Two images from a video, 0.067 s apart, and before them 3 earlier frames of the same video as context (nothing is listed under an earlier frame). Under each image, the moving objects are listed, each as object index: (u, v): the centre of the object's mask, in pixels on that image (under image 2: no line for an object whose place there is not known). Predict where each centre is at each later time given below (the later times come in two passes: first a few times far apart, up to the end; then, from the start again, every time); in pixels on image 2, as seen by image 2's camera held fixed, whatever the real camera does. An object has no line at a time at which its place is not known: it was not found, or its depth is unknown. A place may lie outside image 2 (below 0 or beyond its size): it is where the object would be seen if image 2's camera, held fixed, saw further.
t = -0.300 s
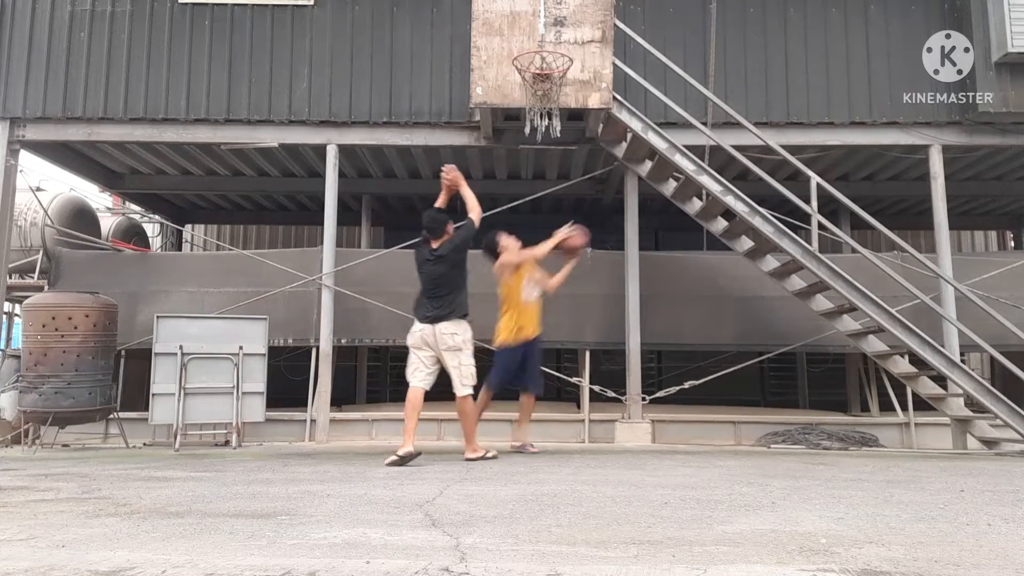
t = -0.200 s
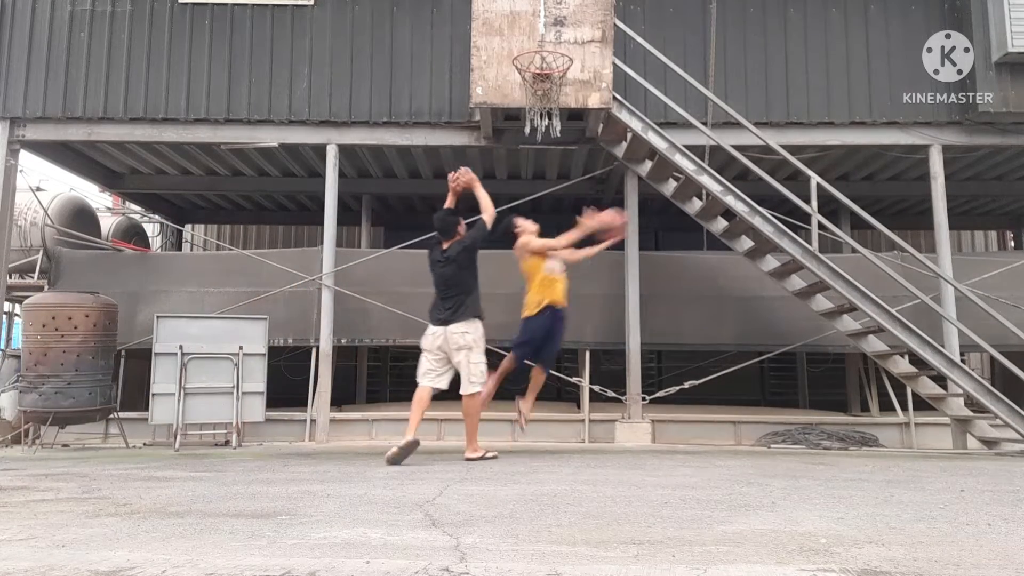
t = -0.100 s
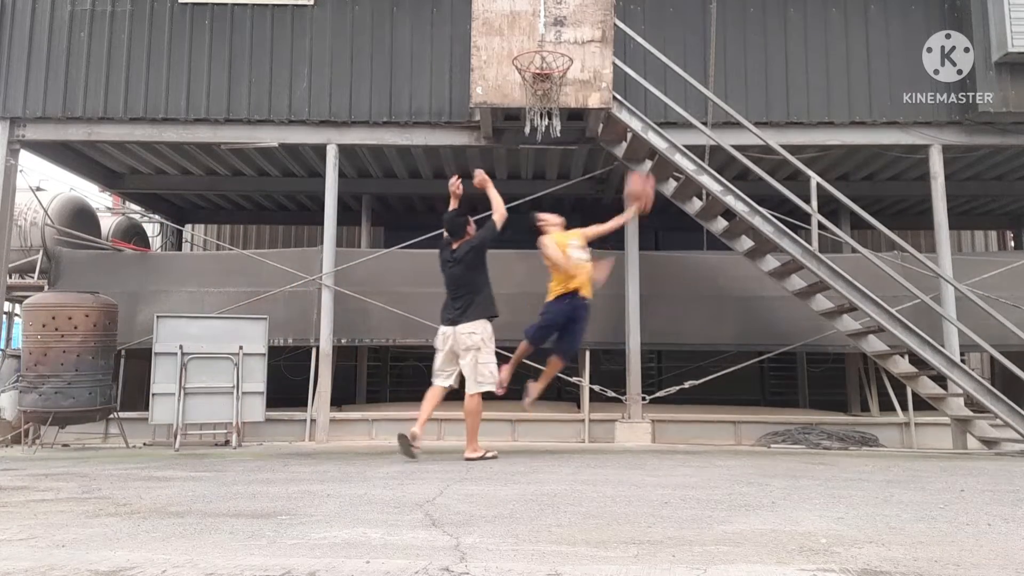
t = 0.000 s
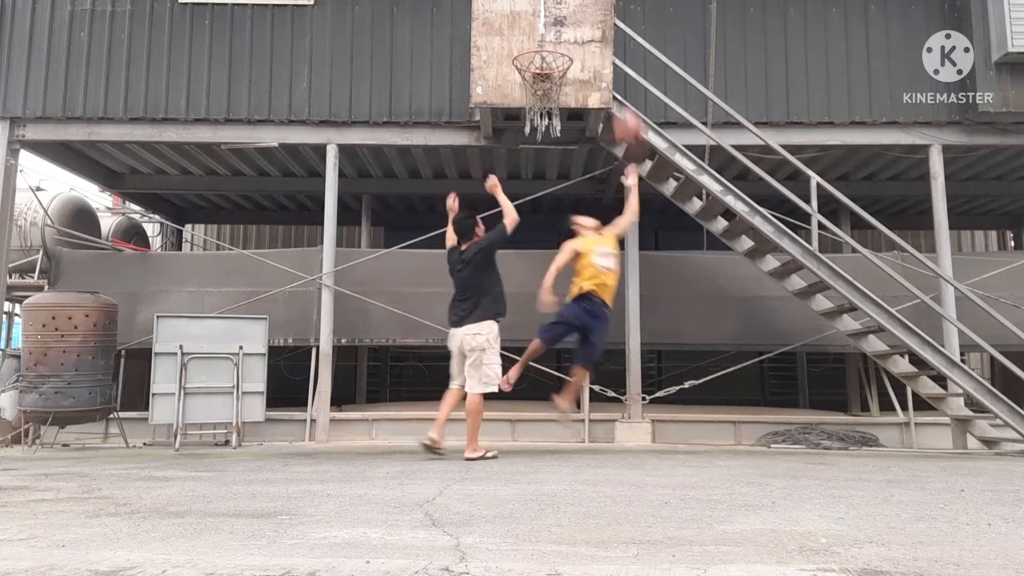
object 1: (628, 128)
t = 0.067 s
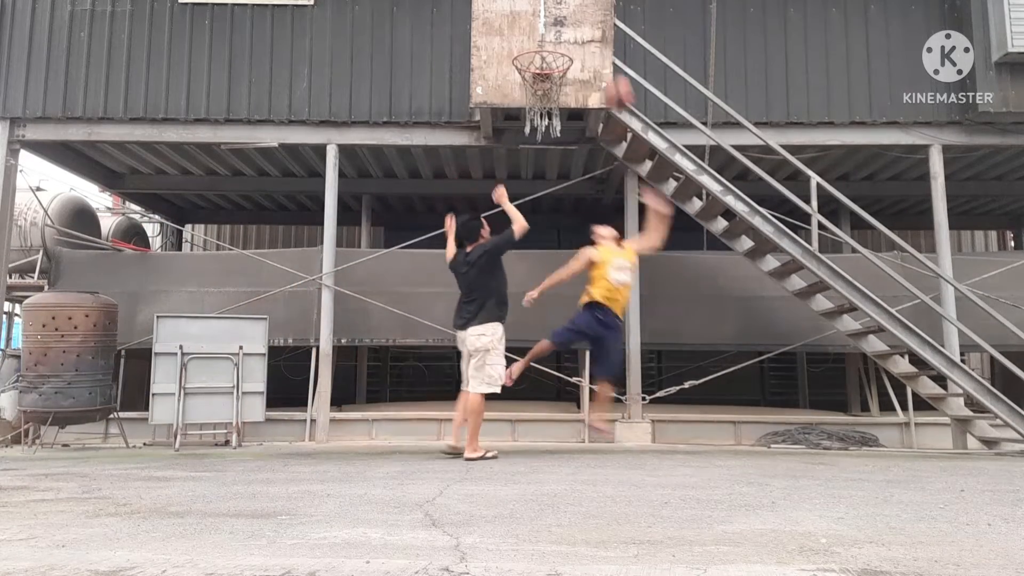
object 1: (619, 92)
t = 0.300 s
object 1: (587, 25)
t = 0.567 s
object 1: (565, 21)
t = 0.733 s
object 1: (551, 63)
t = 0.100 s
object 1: (614, 78)
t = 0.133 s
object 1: (609, 65)
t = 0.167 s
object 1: (605, 54)
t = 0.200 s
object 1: (600, 45)
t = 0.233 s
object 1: (595, 36)
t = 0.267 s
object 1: (591, 30)
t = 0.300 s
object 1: (587, 25)
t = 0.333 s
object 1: (585, 18)
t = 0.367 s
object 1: (583, 15)
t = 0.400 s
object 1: (580, 13)
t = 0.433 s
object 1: (576, 13)
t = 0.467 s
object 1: (574, 13)
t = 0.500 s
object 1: (570, 15)
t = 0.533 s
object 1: (568, 16)
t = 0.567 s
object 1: (565, 21)
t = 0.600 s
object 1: (562, 24)
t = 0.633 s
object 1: (560, 30)
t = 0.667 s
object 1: (558, 38)
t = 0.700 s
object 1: (554, 47)
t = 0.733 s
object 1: (551, 63)
